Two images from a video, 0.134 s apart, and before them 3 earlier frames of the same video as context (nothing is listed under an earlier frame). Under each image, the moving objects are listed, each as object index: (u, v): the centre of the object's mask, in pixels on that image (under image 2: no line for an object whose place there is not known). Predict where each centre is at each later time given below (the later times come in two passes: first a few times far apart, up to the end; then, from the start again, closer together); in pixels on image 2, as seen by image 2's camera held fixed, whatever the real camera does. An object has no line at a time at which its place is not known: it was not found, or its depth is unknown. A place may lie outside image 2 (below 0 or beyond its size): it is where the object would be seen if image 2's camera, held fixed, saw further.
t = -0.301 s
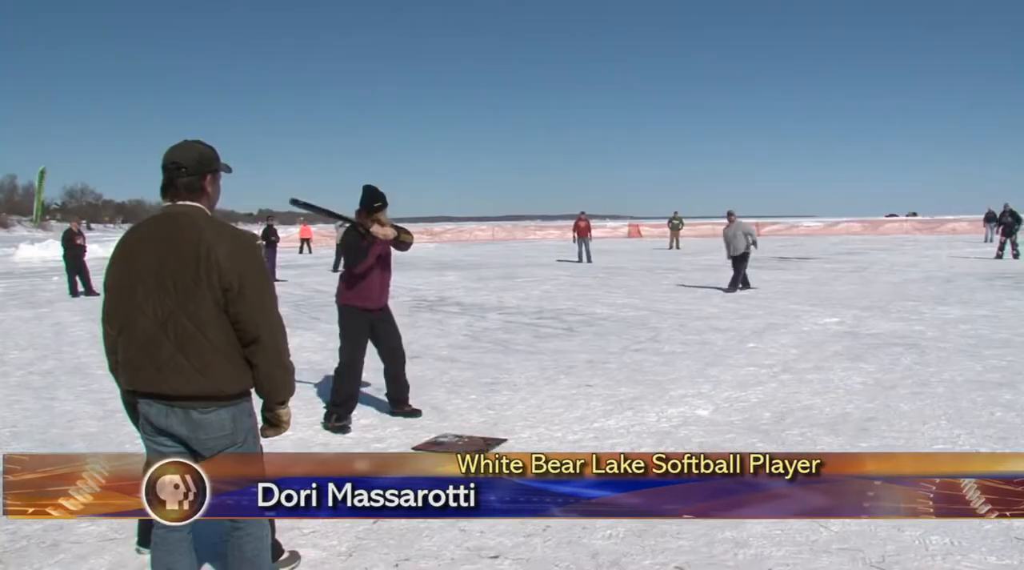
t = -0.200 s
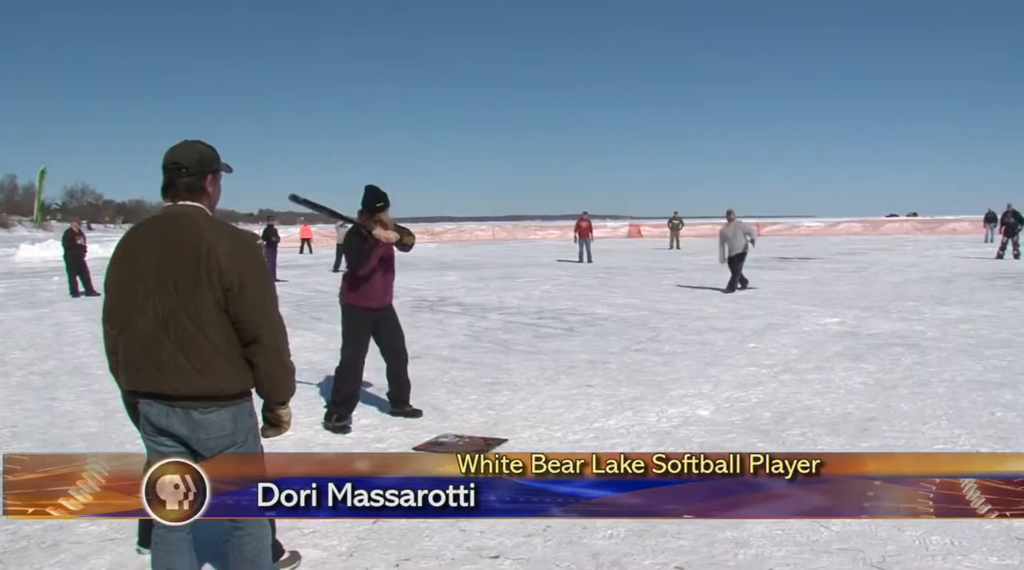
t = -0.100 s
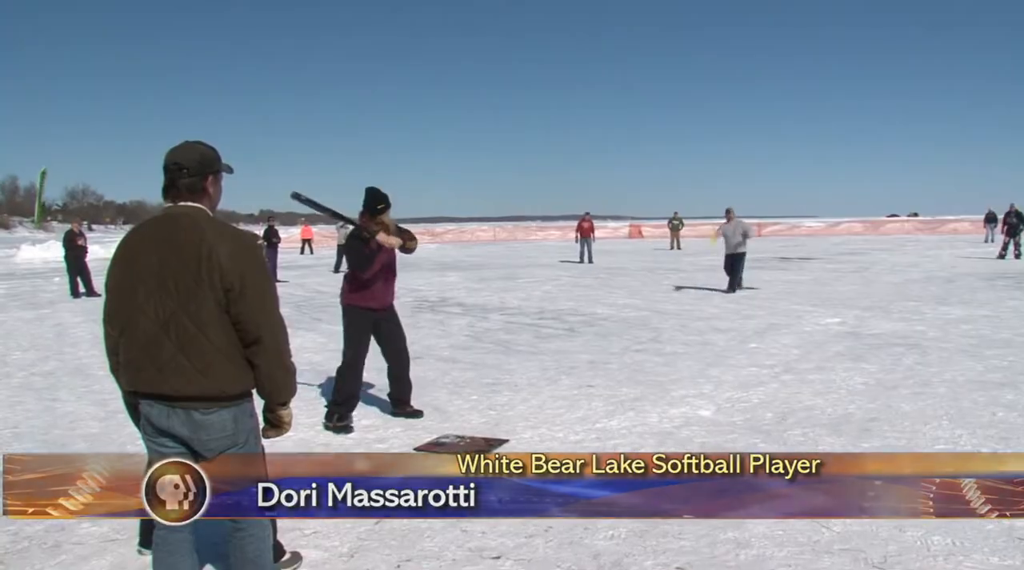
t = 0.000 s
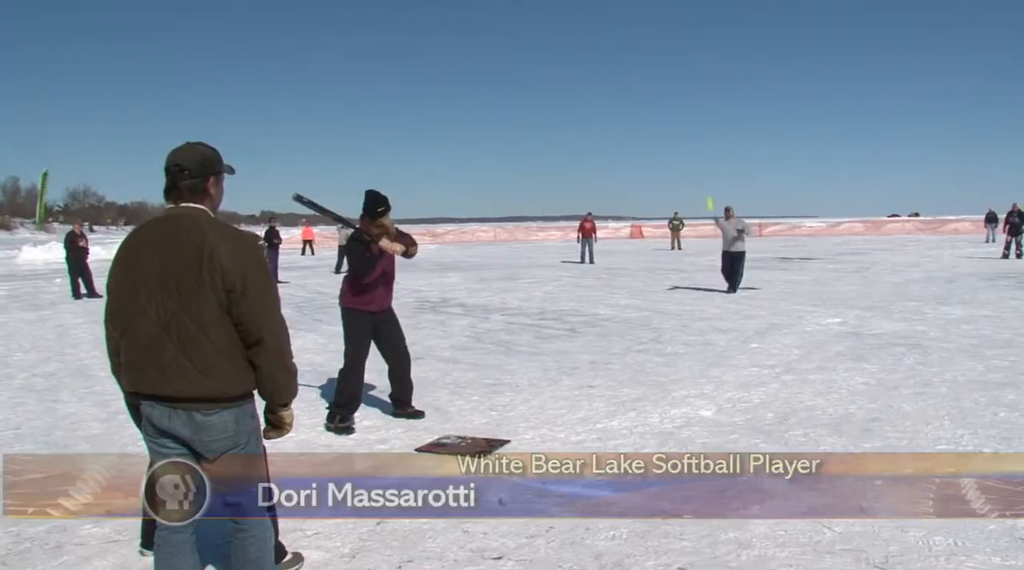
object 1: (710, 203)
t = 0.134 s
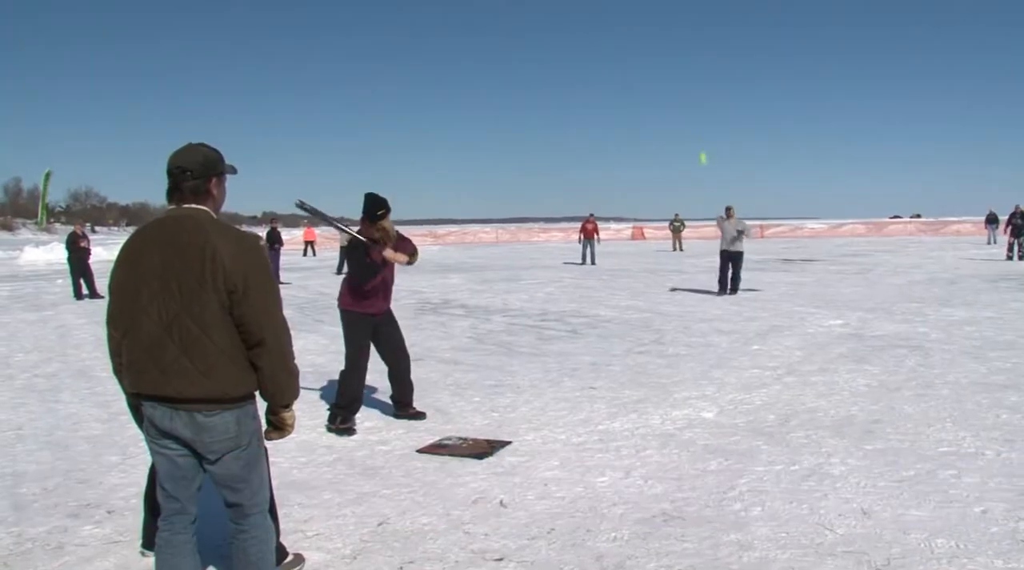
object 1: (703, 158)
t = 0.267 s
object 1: (695, 115)
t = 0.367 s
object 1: (688, 87)
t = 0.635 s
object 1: (666, 31)
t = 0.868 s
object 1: (645, 13)
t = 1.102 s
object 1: (616, 40)
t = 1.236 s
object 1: (597, 84)
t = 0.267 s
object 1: (695, 115)
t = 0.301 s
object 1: (692, 106)
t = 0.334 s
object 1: (690, 97)
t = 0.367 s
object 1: (688, 87)
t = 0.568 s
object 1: (672, 42)
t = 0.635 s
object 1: (666, 31)
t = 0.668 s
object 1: (663, 26)
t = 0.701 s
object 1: (660, 22)
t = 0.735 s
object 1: (657, 19)
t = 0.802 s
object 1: (651, 14)
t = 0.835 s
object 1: (648, 13)
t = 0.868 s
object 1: (645, 13)
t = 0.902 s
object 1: (641, 13)
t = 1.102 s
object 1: (616, 40)
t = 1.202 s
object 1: (602, 70)
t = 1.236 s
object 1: (597, 84)
